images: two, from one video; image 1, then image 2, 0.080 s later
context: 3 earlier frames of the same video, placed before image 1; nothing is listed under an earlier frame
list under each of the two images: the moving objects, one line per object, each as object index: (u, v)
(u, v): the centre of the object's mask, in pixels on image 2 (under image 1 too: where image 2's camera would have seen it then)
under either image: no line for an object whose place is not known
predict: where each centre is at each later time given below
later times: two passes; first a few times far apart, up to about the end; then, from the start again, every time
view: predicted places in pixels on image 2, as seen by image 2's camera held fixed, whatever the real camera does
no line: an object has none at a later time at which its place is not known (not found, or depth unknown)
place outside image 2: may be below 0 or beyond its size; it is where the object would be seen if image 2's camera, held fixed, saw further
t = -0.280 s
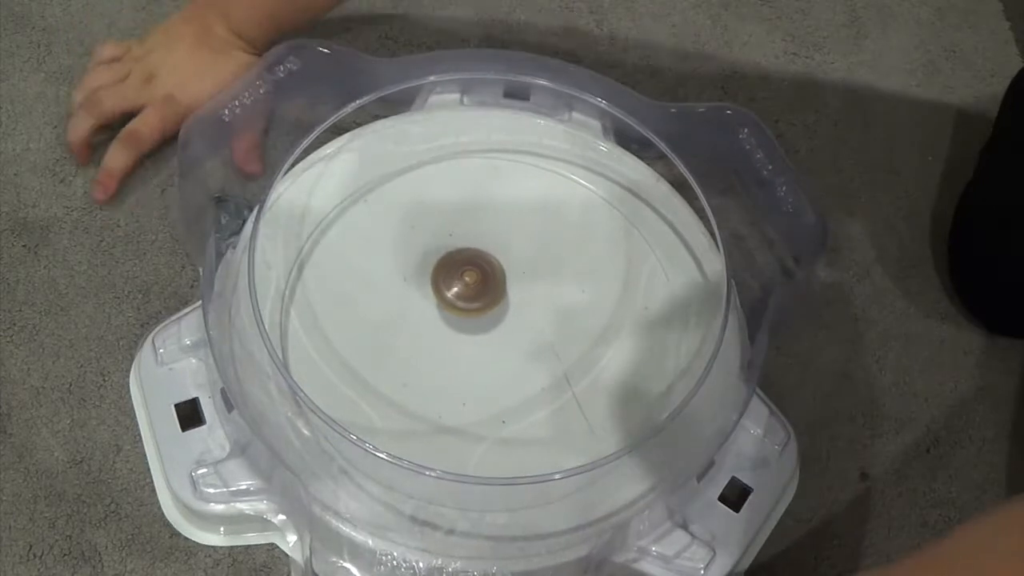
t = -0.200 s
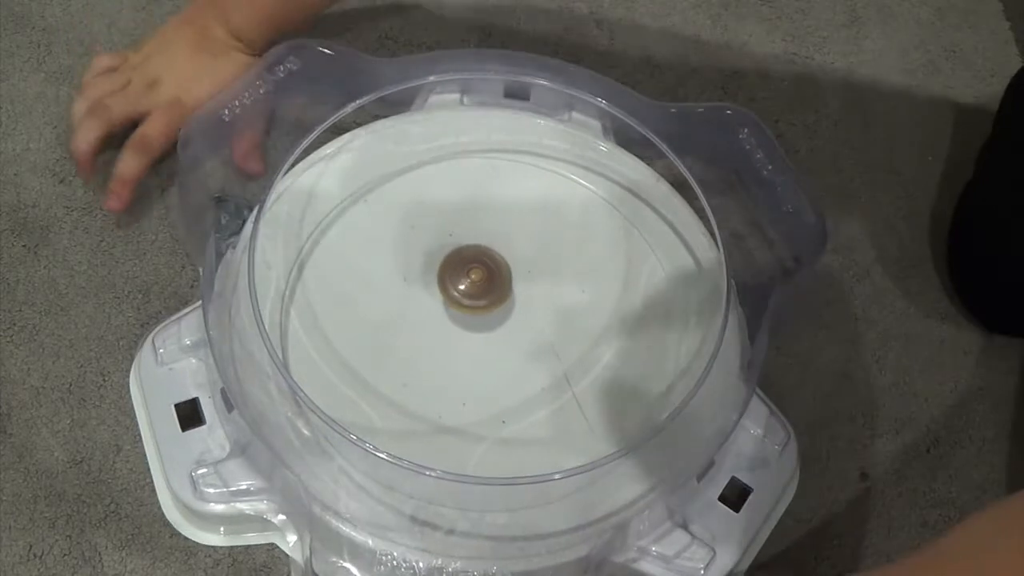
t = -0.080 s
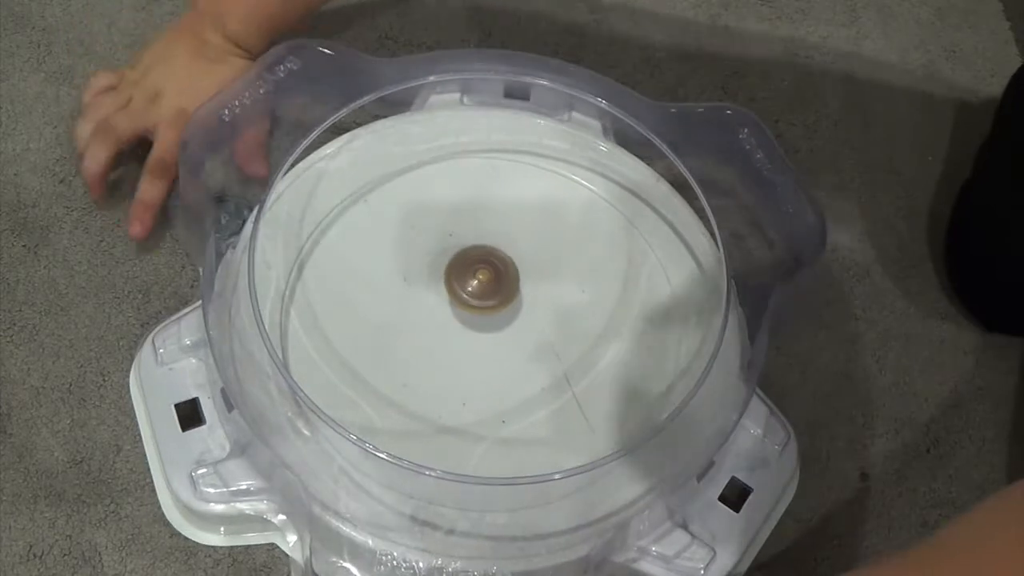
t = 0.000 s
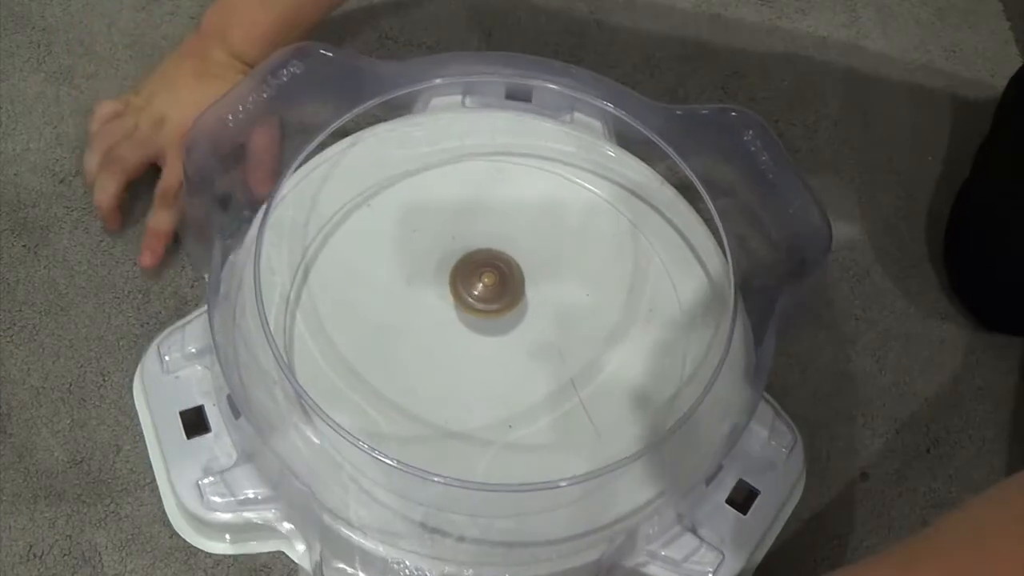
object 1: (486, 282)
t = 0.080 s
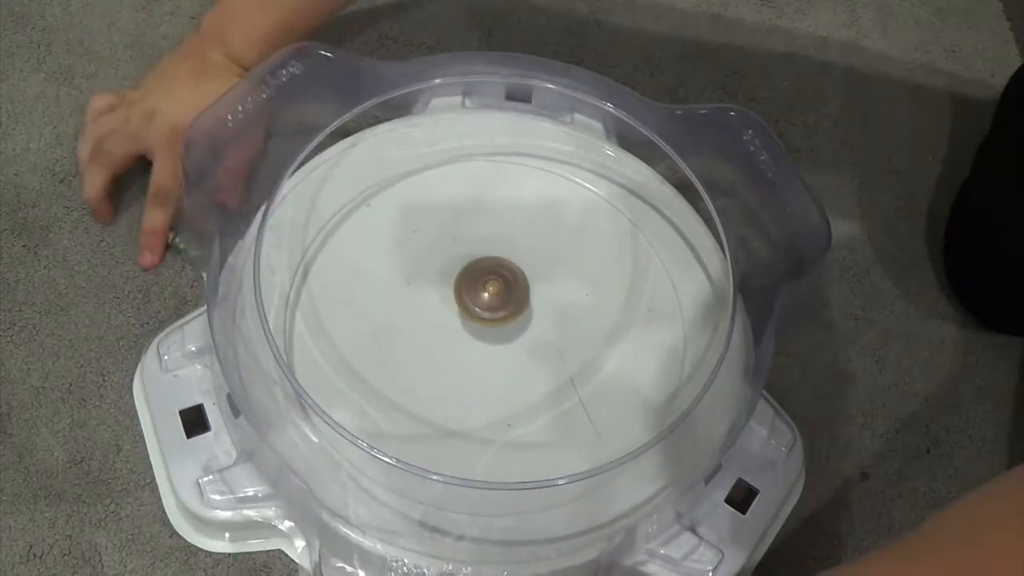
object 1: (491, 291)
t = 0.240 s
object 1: (497, 304)
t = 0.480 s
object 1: (496, 332)
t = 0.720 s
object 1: (482, 360)
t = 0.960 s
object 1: (472, 379)
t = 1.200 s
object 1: (469, 375)
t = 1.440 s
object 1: (472, 355)
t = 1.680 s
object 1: (477, 329)
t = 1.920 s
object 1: (487, 308)
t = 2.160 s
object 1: (498, 298)
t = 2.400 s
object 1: (504, 300)
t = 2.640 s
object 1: (500, 315)
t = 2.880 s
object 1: (483, 339)
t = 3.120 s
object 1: (463, 360)
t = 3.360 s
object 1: (457, 372)
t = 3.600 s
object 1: (465, 365)
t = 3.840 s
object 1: (477, 341)
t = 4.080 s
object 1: (490, 316)
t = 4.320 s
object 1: (500, 304)
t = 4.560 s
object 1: (497, 305)
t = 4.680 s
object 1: (494, 309)
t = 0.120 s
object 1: (493, 293)
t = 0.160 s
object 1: (495, 297)
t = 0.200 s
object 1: (496, 300)
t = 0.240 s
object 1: (497, 304)
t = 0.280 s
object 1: (498, 308)
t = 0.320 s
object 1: (499, 312)
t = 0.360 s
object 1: (499, 317)
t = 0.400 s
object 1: (499, 322)
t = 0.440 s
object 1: (497, 326)
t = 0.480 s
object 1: (496, 332)
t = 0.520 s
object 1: (495, 336)
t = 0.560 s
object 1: (492, 341)
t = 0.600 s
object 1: (490, 346)
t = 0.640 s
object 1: (487, 351)
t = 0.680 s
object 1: (485, 355)
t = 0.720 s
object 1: (482, 360)
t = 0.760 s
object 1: (480, 364)
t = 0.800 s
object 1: (477, 368)
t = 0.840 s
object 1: (475, 372)
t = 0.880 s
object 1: (474, 375)
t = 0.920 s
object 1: (473, 377)
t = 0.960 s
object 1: (472, 379)
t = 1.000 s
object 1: (471, 379)
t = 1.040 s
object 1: (471, 379)
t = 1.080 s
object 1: (470, 379)
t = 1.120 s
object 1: (469, 378)
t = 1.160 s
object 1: (469, 377)
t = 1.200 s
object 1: (469, 375)
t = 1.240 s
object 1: (469, 372)
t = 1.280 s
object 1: (469, 370)
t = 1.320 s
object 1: (470, 367)
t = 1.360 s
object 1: (471, 363)
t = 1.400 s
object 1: (471, 359)
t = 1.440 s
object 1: (472, 355)
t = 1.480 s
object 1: (472, 350)
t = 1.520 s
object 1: (473, 346)
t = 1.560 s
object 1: (474, 342)
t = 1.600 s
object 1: (475, 337)
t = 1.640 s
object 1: (476, 333)
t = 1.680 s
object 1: (477, 329)
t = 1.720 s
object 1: (479, 325)
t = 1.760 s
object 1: (480, 321)
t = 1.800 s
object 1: (482, 317)
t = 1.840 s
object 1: (484, 314)
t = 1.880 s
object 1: (486, 311)
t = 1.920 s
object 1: (487, 308)
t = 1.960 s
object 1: (489, 305)
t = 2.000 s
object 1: (491, 303)
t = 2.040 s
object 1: (493, 301)
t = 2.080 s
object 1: (495, 299)
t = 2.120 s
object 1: (496, 298)
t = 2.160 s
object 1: (498, 298)
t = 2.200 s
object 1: (499, 297)
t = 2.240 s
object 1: (500, 297)
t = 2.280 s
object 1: (502, 297)
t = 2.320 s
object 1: (502, 297)
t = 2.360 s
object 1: (503, 299)
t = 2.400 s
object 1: (504, 300)
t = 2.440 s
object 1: (504, 302)
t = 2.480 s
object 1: (504, 304)
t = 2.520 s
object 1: (503, 306)
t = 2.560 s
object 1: (503, 309)
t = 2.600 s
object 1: (502, 312)
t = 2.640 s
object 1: (500, 315)
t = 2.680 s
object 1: (498, 319)
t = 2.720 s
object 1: (496, 323)
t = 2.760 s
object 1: (493, 326)
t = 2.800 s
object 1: (490, 330)
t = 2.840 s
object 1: (486, 334)
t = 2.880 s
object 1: (483, 339)
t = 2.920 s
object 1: (479, 343)
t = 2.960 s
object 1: (476, 346)
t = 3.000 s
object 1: (472, 350)
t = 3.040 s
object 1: (468, 353)
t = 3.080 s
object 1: (465, 357)
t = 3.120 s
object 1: (463, 360)
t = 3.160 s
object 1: (460, 364)
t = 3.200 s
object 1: (459, 366)
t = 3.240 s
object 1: (458, 369)
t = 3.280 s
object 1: (457, 370)
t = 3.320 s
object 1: (457, 371)
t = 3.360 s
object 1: (457, 372)
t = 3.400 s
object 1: (458, 372)
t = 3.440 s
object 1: (458, 371)
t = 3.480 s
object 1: (459, 370)
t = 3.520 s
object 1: (461, 369)
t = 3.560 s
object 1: (463, 367)
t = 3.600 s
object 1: (465, 365)
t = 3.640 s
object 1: (467, 362)
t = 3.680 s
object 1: (469, 358)
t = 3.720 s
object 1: (472, 354)
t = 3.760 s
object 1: (474, 350)
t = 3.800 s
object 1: (476, 345)
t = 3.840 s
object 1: (477, 341)
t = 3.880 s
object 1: (479, 336)
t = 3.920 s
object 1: (482, 332)
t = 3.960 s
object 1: (484, 328)
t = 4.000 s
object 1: (486, 323)
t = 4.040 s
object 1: (488, 319)
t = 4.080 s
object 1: (490, 316)
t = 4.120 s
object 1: (492, 313)
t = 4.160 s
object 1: (494, 311)
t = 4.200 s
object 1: (496, 308)
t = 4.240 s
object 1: (497, 306)
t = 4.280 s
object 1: (498, 305)
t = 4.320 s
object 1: (500, 304)
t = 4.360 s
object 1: (500, 303)
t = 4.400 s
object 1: (499, 302)
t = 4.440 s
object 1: (499, 303)
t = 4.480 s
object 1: (498, 304)
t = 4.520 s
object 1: (498, 304)
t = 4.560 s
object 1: (497, 305)
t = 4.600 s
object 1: (496, 306)
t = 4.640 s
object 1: (495, 307)
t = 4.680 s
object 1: (494, 309)
